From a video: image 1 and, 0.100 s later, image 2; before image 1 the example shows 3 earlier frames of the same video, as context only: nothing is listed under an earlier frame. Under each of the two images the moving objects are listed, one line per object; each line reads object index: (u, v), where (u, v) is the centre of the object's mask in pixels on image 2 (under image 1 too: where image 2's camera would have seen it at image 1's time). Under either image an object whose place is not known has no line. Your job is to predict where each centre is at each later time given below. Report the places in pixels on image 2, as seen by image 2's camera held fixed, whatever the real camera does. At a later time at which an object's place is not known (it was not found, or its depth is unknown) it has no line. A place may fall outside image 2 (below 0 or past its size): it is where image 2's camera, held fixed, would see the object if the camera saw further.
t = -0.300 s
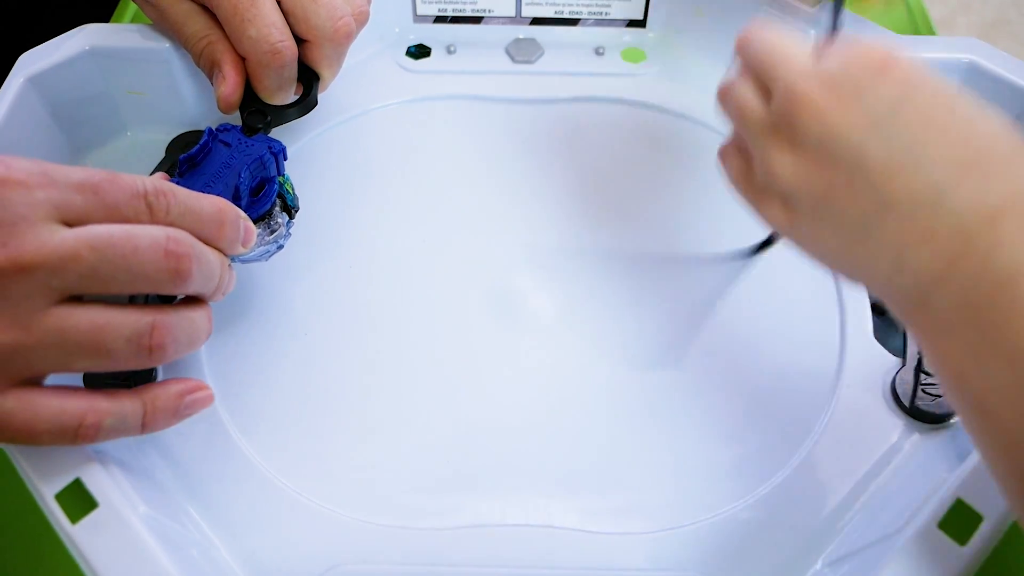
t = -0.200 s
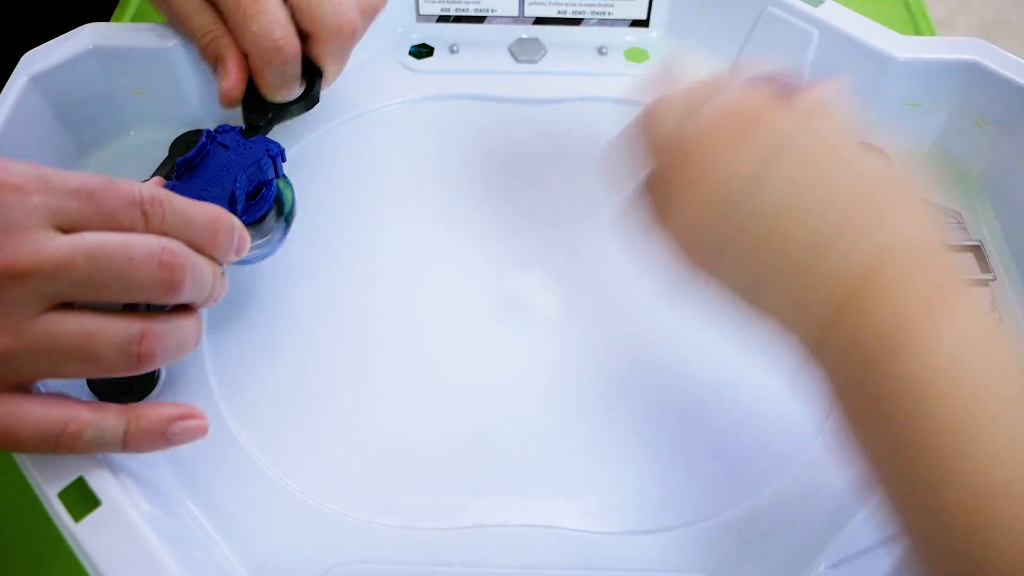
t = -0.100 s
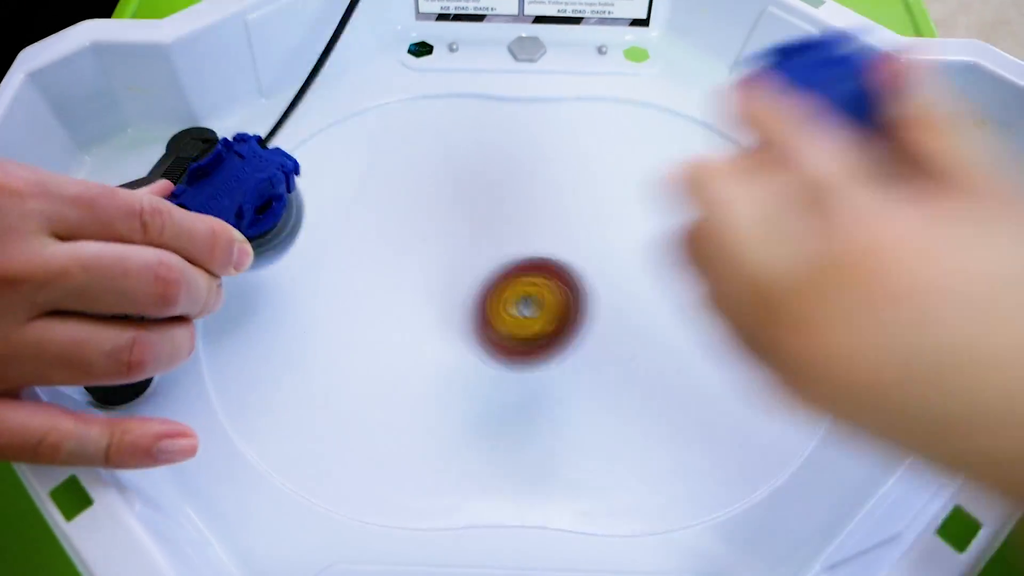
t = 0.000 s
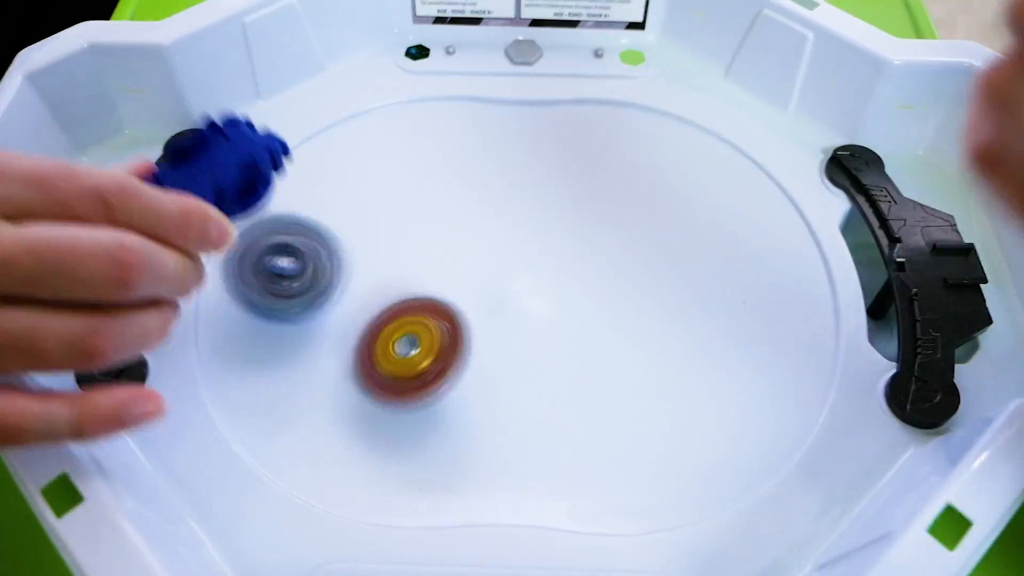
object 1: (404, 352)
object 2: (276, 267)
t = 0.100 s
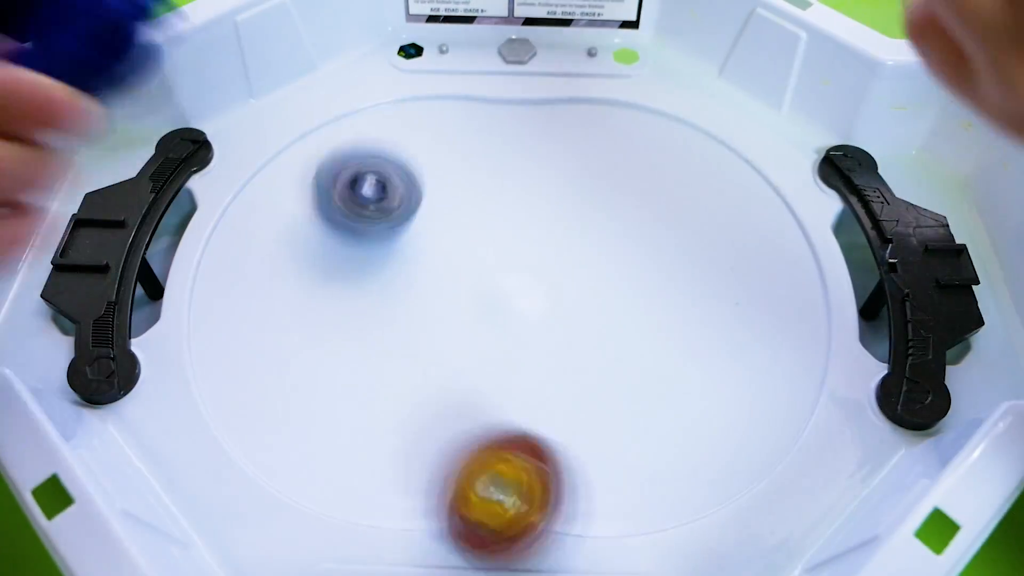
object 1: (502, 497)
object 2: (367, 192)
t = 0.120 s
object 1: (552, 516)
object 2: (372, 166)
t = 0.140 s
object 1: (609, 532)
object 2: (373, 147)
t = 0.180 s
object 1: (713, 537)
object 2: (366, 106)
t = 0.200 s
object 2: (356, 87)
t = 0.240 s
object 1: (785, 445)
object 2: (344, 96)
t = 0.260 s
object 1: (797, 411)
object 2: (342, 111)
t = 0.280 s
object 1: (806, 380)
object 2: (341, 125)
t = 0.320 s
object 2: (340, 132)
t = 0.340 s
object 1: (812, 289)
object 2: (340, 137)
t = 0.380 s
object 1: (795, 242)
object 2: (345, 136)
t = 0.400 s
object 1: (780, 224)
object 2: (350, 132)
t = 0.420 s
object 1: (762, 209)
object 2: (355, 126)
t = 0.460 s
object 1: (716, 182)
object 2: (366, 108)
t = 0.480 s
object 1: (693, 172)
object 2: (370, 100)
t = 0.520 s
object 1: (636, 159)
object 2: (370, 86)
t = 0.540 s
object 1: (605, 155)
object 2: (367, 98)
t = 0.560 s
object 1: (574, 154)
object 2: (365, 122)
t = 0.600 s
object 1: (508, 158)
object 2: (370, 139)
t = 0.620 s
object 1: (481, 166)
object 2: (371, 142)
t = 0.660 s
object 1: (459, 205)
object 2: (341, 119)
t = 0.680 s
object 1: (447, 225)
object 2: (329, 108)
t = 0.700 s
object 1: (438, 242)
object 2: (320, 104)
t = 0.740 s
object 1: (423, 280)
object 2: (321, 140)
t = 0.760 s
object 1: (419, 295)
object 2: (323, 155)
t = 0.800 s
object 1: (418, 331)
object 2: (330, 172)
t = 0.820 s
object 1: (421, 349)
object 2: (334, 174)
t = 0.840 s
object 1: (428, 365)
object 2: (342, 174)
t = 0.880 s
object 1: (448, 395)
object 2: (364, 171)
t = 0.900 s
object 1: (465, 406)
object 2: (377, 165)
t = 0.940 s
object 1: (506, 428)
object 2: (400, 151)
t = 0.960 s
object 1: (532, 438)
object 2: (409, 142)
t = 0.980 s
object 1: (560, 449)
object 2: (416, 134)
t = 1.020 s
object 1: (621, 465)
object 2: (423, 114)
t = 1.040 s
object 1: (653, 467)
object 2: (424, 105)
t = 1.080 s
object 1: (710, 460)
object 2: (419, 88)
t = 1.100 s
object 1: (733, 451)
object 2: (414, 79)
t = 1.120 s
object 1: (754, 437)
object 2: (403, 80)
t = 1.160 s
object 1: (782, 404)
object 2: (381, 100)
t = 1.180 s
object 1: (791, 384)
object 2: (376, 109)
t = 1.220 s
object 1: (795, 345)
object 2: (377, 127)
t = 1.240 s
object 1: (792, 325)
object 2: (383, 135)
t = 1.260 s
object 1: (786, 305)
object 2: (392, 142)
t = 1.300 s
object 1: (764, 271)
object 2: (416, 154)
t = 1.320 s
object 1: (751, 256)
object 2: (432, 160)
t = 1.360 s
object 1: (718, 228)
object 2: (464, 167)
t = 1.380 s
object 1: (700, 216)
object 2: (478, 168)
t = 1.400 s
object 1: (680, 204)
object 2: (491, 167)
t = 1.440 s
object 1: (637, 187)
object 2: (521, 166)
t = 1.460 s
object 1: (632, 187)
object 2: (519, 159)
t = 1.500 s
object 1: (628, 192)
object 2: (494, 144)
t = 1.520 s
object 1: (622, 195)
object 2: (479, 139)
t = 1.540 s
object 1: (614, 199)
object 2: (464, 134)
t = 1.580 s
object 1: (595, 206)
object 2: (433, 129)
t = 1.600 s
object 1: (585, 210)
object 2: (418, 130)
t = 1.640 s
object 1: (566, 220)
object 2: (391, 142)
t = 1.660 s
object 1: (557, 225)
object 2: (380, 151)
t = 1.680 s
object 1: (548, 231)
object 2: (370, 161)
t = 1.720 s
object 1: (532, 242)
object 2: (363, 184)
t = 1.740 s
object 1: (526, 248)
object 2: (363, 197)
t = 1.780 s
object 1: (528, 262)
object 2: (370, 224)
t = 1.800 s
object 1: (532, 274)
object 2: (377, 237)
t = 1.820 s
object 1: (534, 290)
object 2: (386, 250)
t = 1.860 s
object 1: (536, 317)
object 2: (414, 275)
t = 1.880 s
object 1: (541, 336)
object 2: (425, 284)
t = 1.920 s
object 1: (625, 393)
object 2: (388, 248)
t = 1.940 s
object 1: (669, 415)
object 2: (369, 231)
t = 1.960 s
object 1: (710, 430)
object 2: (354, 219)
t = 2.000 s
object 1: (781, 427)
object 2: (328, 200)
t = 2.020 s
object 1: (805, 407)
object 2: (315, 193)
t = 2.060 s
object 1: (843, 374)
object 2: (290, 187)
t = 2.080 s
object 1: (864, 362)
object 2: (274, 183)
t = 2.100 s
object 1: (871, 345)
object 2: (256, 179)
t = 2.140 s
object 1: (869, 317)
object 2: (227, 181)
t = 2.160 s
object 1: (872, 308)
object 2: (226, 193)
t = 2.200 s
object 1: (874, 294)
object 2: (226, 216)
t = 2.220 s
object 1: (876, 288)
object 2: (226, 221)
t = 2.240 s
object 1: (873, 284)
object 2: (225, 227)
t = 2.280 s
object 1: (868, 281)
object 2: (230, 237)
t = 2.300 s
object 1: (861, 284)
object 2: (236, 240)
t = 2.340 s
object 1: (841, 289)
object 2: (254, 248)
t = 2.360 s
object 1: (828, 291)
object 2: (267, 250)
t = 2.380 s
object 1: (815, 293)
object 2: (280, 250)
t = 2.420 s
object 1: (784, 290)
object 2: (307, 249)
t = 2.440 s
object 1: (771, 289)
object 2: (321, 250)
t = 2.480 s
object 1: (743, 285)
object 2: (355, 244)
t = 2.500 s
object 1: (730, 285)
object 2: (372, 239)
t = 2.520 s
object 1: (717, 284)
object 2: (390, 234)
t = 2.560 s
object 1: (688, 284)
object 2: (416, 220)
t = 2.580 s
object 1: (671, 285)
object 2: (429, 215)
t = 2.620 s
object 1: (639, 286)
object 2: (454, 196)
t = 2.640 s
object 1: (623, 288)
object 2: (465, 186)
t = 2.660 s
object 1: (605, 289)
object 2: (472, 176)
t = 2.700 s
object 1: (568, 294)
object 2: (481, 157)
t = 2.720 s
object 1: (550, 297)
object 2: (485, 147)
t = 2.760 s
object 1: (515, 303)
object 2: (487, 129)
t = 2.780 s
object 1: (500, 306)
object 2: (486, 119)
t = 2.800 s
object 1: (485, 309)
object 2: (482, 111)
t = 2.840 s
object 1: (454, 317)
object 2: (470, 99)
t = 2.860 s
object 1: (439, 321)
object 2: (463, 95)
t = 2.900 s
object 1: (408, 330)
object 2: (447, 88)
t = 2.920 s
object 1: (393, 334)
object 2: (436, 89)
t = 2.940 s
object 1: (379, 339)
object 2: (426, 92)
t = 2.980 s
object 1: (358, 348)
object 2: (410, 110)
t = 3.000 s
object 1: (345, 353)
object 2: (408, 117)
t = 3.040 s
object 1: (327, 361)
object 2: (405, 143)
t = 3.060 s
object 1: (320, 365)
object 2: (408, 158)
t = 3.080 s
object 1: (316, 368)
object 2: (412, 173)
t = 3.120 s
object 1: (307, 374)
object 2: (427, 196)
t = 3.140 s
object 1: (304, 377)
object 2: (435, 210)
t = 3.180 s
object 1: (299, 380)
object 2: (456, 238)
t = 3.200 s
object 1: (297, 380)
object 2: (470, 250)
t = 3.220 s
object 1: (297, 380)
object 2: (482, 257)
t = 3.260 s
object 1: (299, 379)
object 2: (503, 258)
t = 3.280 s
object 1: (301, 378)
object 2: (516, 263)
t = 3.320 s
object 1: (307, 374)
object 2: (552, 279)
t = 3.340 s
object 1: (312, 372)
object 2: (569, 283)
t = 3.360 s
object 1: (316, 368)
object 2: (585, 292)
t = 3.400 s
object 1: (326, 362)
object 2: (618, 306)
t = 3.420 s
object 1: (331, 358)
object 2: (634, 309)
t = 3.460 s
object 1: (342, 349)
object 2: (656, 313)
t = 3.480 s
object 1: (347, 342)
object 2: (668, 315)
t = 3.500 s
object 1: (353, 336)
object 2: (683, 317)
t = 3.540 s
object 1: (363, 324)
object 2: (707, 314)
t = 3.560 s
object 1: (368, 317)
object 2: (714, 316)
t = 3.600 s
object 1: (378, 303)
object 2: (741, 313)
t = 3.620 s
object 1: (382, 296)
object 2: (753, 309)
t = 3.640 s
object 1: (386, 288)
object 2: (761, 307)
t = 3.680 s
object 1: (395, 275)
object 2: (778, 298)
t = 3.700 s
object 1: (399, 268)
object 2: (785, 290)
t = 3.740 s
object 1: (407, 254)
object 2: (785, 276)
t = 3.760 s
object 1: (411, 247)
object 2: (784, 269)
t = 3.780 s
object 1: (415, 240)
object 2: (780, 262)
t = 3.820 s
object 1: (423, 227)
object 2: (758, 251)
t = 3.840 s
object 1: (426, 220)
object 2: (747, 247)
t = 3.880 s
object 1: (433, 206)
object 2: (721, 241)
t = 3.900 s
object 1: (437, 199)
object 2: (704, 242)
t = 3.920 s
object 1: (439, 192)
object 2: (688, 244)
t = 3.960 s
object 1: (445, 180)
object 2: (658, 246)
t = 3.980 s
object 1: (447, 174)
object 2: (640, 250)
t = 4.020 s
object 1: (451, 164)
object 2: (610, 258)
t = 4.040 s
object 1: (453, 159)
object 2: (591, 263)
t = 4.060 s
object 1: (454, 154)
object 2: (573, 270)
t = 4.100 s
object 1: (457, 147)
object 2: (546, 284)
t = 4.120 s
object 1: (457, 144)
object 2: (530, 291)
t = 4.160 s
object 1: (459, 139)
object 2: (504, 310)
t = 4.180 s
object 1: (459, 137)
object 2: (495, 317)
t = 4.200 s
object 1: (459, 136)
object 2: (484, 323)
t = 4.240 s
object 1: (459, 134)
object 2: (461, 340)
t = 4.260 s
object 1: (458, 134)
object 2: (455, 345)
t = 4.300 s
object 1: (458, 136)
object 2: (434, 361)
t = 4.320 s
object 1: (457, 138)
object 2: (426, 369)
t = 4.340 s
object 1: (457, 141)
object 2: (423, 373)
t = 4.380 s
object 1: (456, 149)
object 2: (409, 388)
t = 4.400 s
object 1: (456, 153)
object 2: (405, 397)
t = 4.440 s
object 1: (459, 163)
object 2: (400, 406)
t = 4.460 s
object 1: (461, 167)
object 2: (400, 413)
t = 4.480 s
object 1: (463, 173)
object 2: (403, 416)
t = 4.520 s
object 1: (468, 183)
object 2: (409, 416)
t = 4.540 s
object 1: (471, 189)
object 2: (415, 412)
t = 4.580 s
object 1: (479, 203)
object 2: (422, 400)
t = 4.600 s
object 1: (483, 209)
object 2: (425, 393)
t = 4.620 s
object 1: (488, 218)
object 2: (429, 384)
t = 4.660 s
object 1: (502, 236)
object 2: (426, 367)
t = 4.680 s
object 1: (510, 246)
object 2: (426, 358)
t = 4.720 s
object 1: (541, 264)
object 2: (420, 341)
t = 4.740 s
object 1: (558, 275)
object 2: (416, 333)
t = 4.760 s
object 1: (573, 284)
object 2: (415, 324)
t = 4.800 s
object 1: (600, 298)
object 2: (404, 308)
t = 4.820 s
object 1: (613, 305)
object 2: (402, 300)
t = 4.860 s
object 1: (638, 316)
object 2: (389, 285)
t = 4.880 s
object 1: (650, 320)
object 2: (386, 278)
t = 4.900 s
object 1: (663, 326)
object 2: (380, 270)
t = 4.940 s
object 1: (685, 332)
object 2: (369, 259)
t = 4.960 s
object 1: (694, 333)
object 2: (364, 251)
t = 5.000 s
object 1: (709, 334)
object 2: (352, 242)
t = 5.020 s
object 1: (716, 333)
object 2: (349, 236)
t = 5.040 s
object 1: (721, 333)
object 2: (342, 231)
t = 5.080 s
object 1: (729, 332)
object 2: (335, 222)
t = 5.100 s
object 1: (732, 331)
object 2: (329, 220)
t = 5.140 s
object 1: (733, 327)
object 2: (324, 214)
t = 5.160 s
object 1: (732, 325)
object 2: (321, 213)
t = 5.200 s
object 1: (727, 320)
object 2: (321, 212)
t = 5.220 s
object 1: (723, 318)
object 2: (320, 213)
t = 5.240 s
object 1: (719, 317)
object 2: (322, 215)
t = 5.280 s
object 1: (710, 313)
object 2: (331, 217)
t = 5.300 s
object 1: (704, 311)
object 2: (337, 219)
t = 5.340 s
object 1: (691, 308)
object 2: (350, 220)
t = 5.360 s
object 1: (683, 307)
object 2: (360, 221)
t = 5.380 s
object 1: (677, 305)
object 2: (371, 220)
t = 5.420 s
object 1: (662, 304)
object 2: (388, 221)
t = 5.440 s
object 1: (653, 303)
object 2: (400, 219)
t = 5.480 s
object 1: (635, 302)
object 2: (419, 218)
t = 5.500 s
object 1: (624, 301)
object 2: (430, 215)
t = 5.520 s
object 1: (614, 301)
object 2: (436, 214)
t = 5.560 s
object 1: (595, 299)
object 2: (460, 208)
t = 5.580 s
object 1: (585, 299)
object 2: (465, 207)
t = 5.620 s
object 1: (561, 297)
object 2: (486, 198)
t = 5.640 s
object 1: (551, 297)
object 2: (491, 197)
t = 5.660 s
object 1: (539, 296)
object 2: (500, 192)
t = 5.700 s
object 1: (512, 297)
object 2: (512, 186)
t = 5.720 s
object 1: (492, 300)
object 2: (520, 184)
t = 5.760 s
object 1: (458, 302)
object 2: (532, 182)
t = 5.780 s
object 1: (444, 303)
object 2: (540, 181)
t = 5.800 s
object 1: (433, 303)
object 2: (544, 182)
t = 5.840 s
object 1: (413, 304)
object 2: (562, 181)
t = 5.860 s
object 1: (403, 304)
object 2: (565, 183)
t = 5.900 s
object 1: (385, 305)
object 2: (581, 182)
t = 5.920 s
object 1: (380, 306)
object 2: (585, 184)
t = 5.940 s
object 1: (374, 306)
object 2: (594, 184)
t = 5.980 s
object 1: (360, 307)
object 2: (604, 185)
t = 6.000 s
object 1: (354, 307)
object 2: (612, 184)
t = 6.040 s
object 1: (347, 307)
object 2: (620, 187)
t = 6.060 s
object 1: (343, 307)
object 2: (625, 186)
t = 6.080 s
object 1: (340, 307)
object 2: (626, 188)
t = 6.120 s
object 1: (335, 306)
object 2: (631, 191)
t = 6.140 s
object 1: (334, 305)
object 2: (631, 195)
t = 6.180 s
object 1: (334, 302)
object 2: (634, 200)
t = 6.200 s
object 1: (334, 301)
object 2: (636, 205)
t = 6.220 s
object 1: (334, 300)
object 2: (637, 205)
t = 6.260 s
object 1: (339, 297)
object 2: (638, 217)
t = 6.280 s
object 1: (341, 295)
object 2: (636, 220)
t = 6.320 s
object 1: (347, 291)
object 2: (638, 230)
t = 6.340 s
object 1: (352, 290)
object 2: (635, 237)
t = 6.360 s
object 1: (356, 287)
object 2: (636, 244)
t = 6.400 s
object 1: (366, 280)
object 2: (633, 257)
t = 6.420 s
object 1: (370, 278)
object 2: (635, 258)
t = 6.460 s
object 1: (381, 271)
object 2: (632, 274)
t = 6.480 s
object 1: (388, 267)
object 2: (631, 276)
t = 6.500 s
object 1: (392, 264)
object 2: (629, 286)
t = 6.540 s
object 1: (404, 258)
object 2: (627, 296)
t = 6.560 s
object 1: (410, 254)
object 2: (626, 304)
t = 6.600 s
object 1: (421, 247)
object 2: (622, 314)
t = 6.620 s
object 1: (428, 245)
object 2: (624, 317)
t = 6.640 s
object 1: (434, 241)
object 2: (619, 324)
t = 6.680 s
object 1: (447, 234)
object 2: (616, 332)
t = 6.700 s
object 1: (453, 230)
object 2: (615, 339)
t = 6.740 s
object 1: (467, 224)
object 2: (612, 345)
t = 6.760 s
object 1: (473, 220)
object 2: (612, 348)
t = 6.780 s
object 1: (478, 217)
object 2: (609, 350)
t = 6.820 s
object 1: (491, 211)
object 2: (604, 353)
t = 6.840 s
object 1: (495, 208)
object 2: (600, 355)
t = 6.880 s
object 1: (504, 203)
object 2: (594, 355)
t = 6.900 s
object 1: (509, 202)
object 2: (592, 354)
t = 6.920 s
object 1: (513, 200)
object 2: (587, 351)
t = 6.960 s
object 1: (520, 199)
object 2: (577, 347)
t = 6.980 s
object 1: (526, 199)
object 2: (568, 348)
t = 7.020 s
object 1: (535, 200)
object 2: (558, 343)
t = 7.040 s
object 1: (538, 200)
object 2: (552, 341)
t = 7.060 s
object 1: (544, 202)
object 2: (543, 335)
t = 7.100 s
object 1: (555, 205)
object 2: (530, 330)
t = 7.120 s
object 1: (560, 207)
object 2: (521, 329)
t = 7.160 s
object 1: (570, 212)
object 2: (506, 322)
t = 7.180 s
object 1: (576, 214)
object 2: (503, 319)
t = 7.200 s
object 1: (581, 215)
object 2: (492, 316)
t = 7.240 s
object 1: (590, 221)
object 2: (478, 308)
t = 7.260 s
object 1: (595, 223)
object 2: (470, 306)
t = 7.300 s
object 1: (603, 228)
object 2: (454, 297)
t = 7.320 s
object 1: (607, 231)
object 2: (449, 292)
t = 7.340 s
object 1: (612, 234)
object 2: (438, 289)
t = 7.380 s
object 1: (619, 238)
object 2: (422, 283)
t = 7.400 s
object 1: (622, 242)
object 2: (416, 281)
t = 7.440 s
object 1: (629, 248)
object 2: (400, 277)
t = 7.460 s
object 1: (631, 251)
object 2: (394, 273)
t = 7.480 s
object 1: (633, 254)
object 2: (386, 273)
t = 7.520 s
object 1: (637, 260)
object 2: (373, 271)
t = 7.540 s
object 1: (637, 263)
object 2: (370, 269)
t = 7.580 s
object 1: (640, 271)
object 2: (362, 268)
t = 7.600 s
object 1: (641, 273)
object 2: (357, 268)
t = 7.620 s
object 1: (640, 276)
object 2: (355, 269)
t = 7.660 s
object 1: (639, 283)
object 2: (352, 270)
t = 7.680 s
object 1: (638, 285)
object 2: (353, 268)
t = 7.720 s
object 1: (633, 292)
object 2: (357, 269)
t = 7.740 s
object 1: (632, 295)
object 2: (359, 271)
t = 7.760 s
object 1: (629, 298)
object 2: (366, 269)
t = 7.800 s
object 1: (621, 305)
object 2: (375, 268)
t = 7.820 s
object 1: (619, 307)
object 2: (379, 269)
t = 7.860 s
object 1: (609, 313)
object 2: (393, 266)
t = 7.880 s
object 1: (605, 316)
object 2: (404, 263)
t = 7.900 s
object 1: (601, 317)
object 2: (406, 262)
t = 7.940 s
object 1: (589, 322)
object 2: (420, 256)
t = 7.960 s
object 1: (585, 324)
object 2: (432, 254)
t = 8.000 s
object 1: (573, 326)
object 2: (446, 248)
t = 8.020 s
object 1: (567, 328)
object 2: (449, 243)
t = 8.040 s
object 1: (563, 328)
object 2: (460, 240)
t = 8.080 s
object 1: (550, 329)
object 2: (475, 232)
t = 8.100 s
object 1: (545, 330)
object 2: (479, 226)
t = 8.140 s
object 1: (532, 329)
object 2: (493, 216)
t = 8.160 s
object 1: (526, 329)
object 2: (498, 213)
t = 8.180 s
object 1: (522, 329)
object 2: (502, 207)
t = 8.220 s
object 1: (508, 327)
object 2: (508, 200)
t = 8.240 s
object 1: (503, 326)
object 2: (511, 198)
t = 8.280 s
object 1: (491, 321)
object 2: (517, 193)
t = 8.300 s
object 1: (484, 318)
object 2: (521, 190)
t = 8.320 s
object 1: (481, 316)
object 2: (522, 190)
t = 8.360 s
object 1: (466, 309)
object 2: (527, 191)
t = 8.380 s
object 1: (461, 306)
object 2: (530, 190)
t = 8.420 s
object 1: (449, 298)
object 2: (535, 192)
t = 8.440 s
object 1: (442, 294)
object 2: (536, 197)
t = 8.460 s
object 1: (438, 291)
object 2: (539, 197)
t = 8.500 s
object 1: (425, 283)
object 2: (546, 203)
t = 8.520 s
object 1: (421, 280)
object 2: (548, 208)
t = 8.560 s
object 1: (410, 272)
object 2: (555, 215)
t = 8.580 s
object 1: (407, 269)
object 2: (561, 215)
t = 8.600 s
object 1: (404, 266)
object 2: (563, 221)
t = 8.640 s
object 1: (396, 259)
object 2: (573, 228)
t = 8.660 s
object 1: (394, 256)
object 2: (577, 228)
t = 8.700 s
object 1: (389, 250)
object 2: (585, 233)
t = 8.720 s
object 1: (388, 247)
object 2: (590, 239)
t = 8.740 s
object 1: (386, 244)
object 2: (594, 239)
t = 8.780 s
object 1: (384, 239)
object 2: (601, 244)
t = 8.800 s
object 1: (384, 236)
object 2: (606, 250)
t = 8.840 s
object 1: (385, 232)
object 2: (612, 256)
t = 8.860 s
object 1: (386, 229)
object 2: (614, 257)
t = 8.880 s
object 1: (387, 226)
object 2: (620, 261)
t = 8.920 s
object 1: (391, 223)
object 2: (623, 264)
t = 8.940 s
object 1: (393, 221)
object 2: (621, 267)
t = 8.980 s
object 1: (400, 218)
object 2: (622, 273)
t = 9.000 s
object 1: (402, 216)
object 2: (626, 273)
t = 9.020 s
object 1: (406, 216)
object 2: (623, 276)
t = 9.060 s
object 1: (413, 213)
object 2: (620, 281)
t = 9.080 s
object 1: (417, 213)
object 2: (621, 280)
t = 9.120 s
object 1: (426, 211)
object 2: (614, 285)
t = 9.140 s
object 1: (430, 211)
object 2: (610, 290)
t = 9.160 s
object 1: (436, 211)
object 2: (608, 289)
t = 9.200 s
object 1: (445, 210)
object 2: (600, 294)
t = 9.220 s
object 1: (451, 210)
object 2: (596, 297)
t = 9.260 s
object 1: (460, 211)
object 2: (587, 299)
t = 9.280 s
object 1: (467, 212)
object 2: (578, 302)
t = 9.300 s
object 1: (471, 212)
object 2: (577, 302)
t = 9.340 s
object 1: (482, 215)
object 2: (565, 304)
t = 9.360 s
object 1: (487, 215)
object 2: (556, 310)
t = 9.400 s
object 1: (498, 219)
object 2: (547, 313)
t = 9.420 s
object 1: (503, 218)
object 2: (543, 314)
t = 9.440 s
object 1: (507, 221)
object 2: (537, 319)
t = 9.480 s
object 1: (517, 220)
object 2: (528, 324)
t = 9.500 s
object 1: (522, 224)
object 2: (521, 327)
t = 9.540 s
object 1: (533, 228)
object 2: (514, 333)
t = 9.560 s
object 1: (538, 231)
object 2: (513, 333)
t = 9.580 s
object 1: (543, 234)
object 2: (508, 337)
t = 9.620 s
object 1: (554, 240)
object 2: (505, 338)
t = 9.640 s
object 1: (559, 243)
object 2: (500, 337)
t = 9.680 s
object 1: (569, 249)
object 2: (497, 335)
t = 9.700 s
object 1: (575, 251)
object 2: (498, 332)
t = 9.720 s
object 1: (579, 254)
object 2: (495, 332)
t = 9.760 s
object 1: (589, 261)
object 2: (492, 326)
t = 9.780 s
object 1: (592, 263)
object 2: (488, 322)
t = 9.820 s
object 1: (600, 269)
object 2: (481, 314)
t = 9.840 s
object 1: (602, 272)
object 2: (480, 309)
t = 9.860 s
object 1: (605, 275)
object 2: (474, 306)
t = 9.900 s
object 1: (609, 280)
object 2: (469, 298)
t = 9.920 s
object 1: (611, 283)
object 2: (465, 292)
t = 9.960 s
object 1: (613, 288)
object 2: (456, 284)
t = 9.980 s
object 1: (614, 290)
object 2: (455, 278)
